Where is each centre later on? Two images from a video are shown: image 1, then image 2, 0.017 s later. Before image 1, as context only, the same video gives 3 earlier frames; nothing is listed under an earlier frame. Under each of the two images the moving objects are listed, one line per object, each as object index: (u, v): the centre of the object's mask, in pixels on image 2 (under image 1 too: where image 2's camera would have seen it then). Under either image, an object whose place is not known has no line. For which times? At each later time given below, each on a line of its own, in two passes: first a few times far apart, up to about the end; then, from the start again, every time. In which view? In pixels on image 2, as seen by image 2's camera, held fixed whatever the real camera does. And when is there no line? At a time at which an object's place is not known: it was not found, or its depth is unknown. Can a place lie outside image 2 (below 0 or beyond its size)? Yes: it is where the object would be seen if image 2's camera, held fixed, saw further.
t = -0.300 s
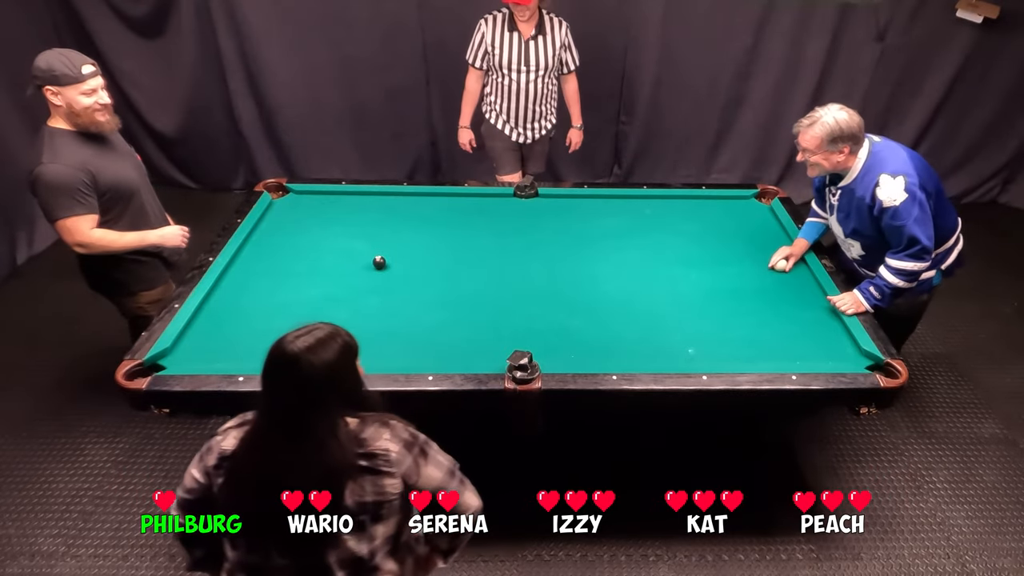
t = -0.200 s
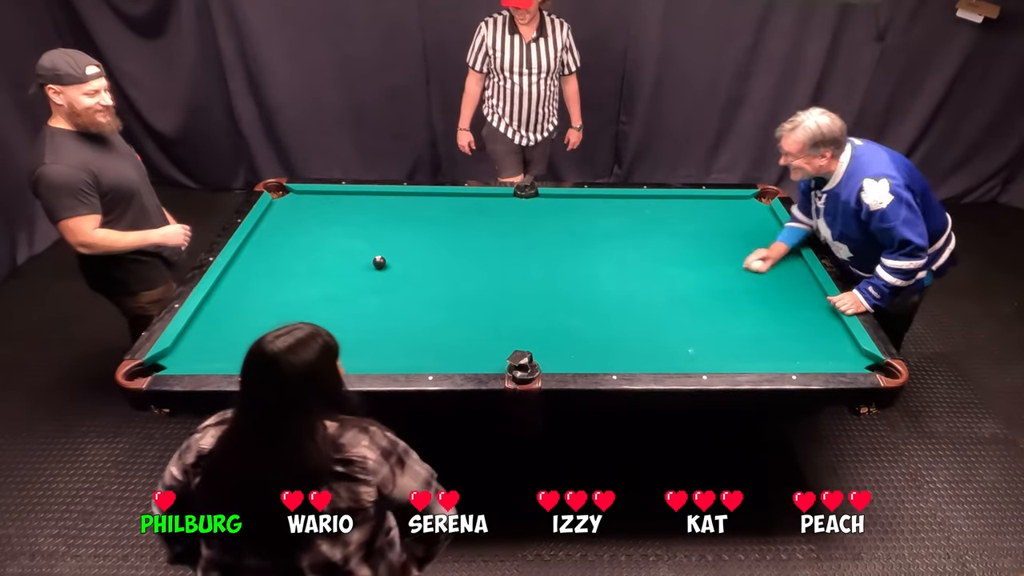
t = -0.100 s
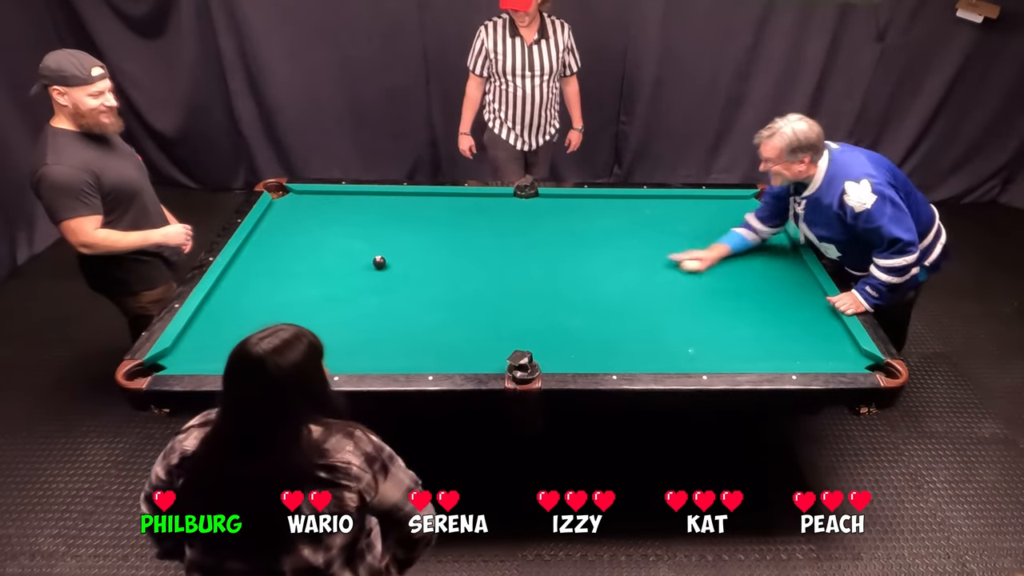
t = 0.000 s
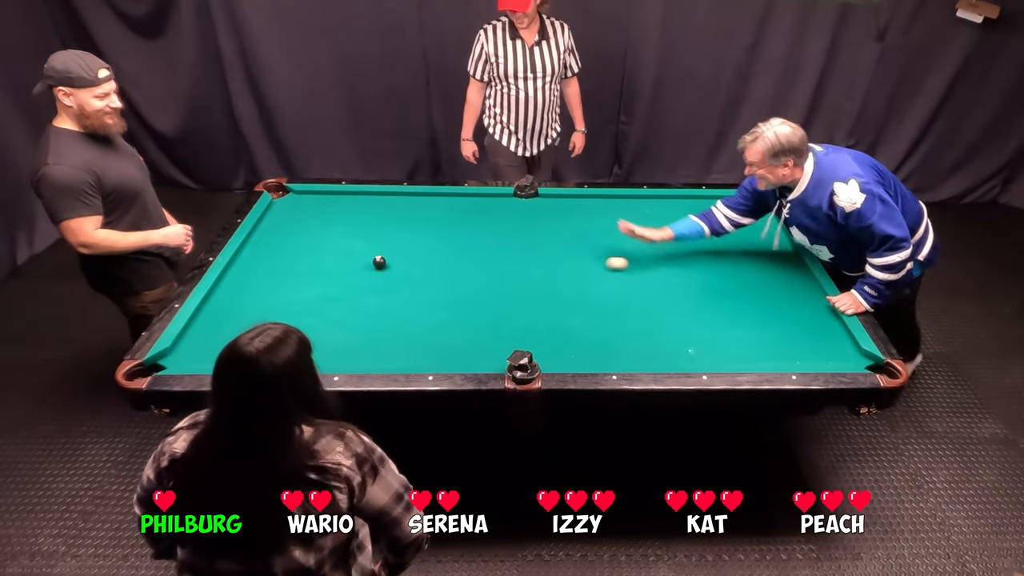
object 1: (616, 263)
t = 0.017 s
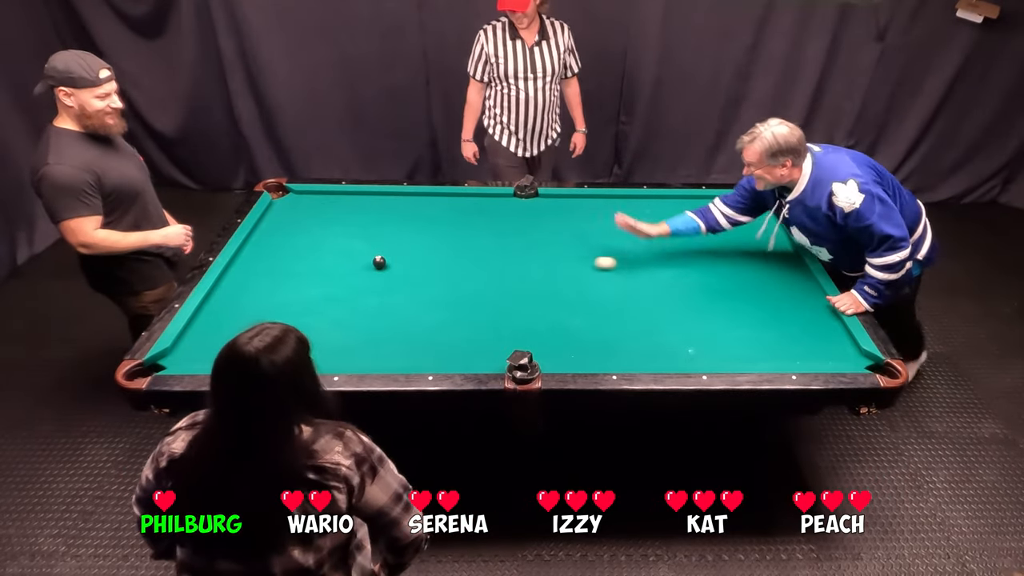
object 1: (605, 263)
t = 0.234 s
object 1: (467, 256)
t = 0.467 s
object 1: (329, 249)
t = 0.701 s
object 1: (281, 243)
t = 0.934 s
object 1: (358, 240)
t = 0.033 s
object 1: (593, 263)
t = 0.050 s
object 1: (582, 262)
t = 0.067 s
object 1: (570, 262)
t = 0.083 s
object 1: (559, 261)
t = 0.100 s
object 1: (549, 261)
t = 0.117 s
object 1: (538, 260)
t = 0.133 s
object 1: (527, 260)
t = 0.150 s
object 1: (517, 259)
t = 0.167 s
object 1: (507, 259)
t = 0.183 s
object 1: (497, 258)
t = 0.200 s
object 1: (487, 258)
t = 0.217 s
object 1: (477, 257)
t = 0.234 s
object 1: (467, 256)
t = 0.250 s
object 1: (457, 256)
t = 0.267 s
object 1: (447, 255)
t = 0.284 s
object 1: (438, 255)
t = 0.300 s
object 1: (428, 254)
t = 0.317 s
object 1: (418, 254)
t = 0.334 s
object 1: (408, 253)
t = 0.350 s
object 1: (398, 252)
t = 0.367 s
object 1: (388, 252)
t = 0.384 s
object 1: (378, 251)
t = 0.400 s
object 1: (368, 251)
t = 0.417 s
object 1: (359, 250)
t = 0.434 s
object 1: (349, 250)
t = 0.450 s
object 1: (339, 249)
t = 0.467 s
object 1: (329, 249)
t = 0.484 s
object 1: (320, 248)
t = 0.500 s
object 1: (310, 248)
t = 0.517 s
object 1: (301, 247)
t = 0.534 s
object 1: (291, 246)
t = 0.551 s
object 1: (281, 246)
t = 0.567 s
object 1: (272, 245)
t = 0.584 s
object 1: (262, 245)
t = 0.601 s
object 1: (253, 244)
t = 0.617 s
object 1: (247, 244)
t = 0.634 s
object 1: (253, 243)
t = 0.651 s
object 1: (260, 243)
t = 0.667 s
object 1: (267, 243)
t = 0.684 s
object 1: (274, 243)
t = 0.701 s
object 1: (281, 243)
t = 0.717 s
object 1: (287, 242)
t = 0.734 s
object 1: (294, 242)
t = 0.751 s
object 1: (300, 242)
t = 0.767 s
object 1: (306, 242)
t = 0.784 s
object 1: (312, 242)
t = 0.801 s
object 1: (318, 241)
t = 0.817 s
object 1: (323, 241)
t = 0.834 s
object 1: (329, 241)
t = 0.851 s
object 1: (334, 241)
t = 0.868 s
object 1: (339, 240)
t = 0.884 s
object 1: (344, 240)
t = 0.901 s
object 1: (349, 240)
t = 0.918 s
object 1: (353, 240)
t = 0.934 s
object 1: (358, 240)
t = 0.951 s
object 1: (363, 239)
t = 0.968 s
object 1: (368, 239)
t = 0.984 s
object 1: (372, 239)
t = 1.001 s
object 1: (377, 239)
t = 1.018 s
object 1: (382, 239)
